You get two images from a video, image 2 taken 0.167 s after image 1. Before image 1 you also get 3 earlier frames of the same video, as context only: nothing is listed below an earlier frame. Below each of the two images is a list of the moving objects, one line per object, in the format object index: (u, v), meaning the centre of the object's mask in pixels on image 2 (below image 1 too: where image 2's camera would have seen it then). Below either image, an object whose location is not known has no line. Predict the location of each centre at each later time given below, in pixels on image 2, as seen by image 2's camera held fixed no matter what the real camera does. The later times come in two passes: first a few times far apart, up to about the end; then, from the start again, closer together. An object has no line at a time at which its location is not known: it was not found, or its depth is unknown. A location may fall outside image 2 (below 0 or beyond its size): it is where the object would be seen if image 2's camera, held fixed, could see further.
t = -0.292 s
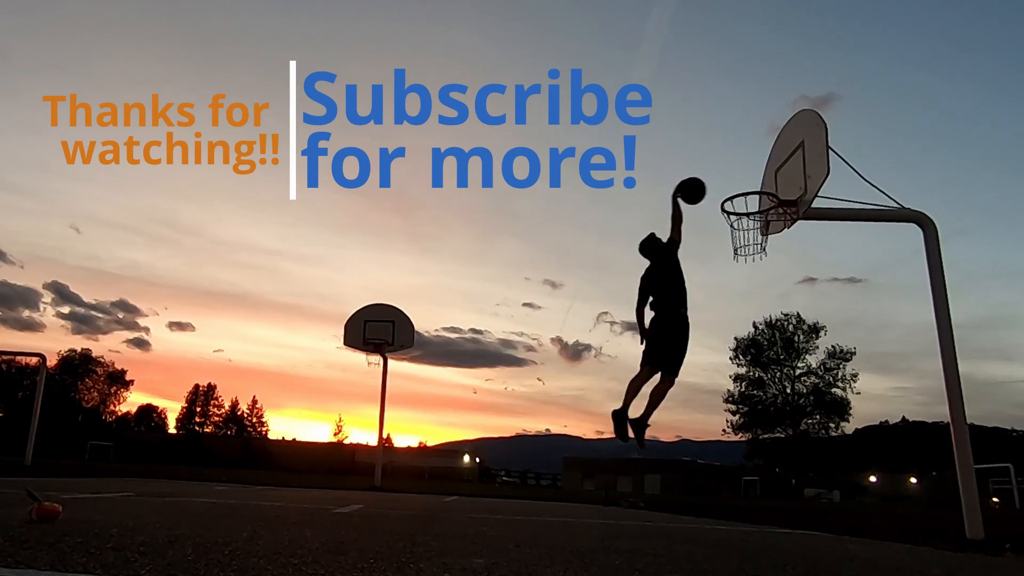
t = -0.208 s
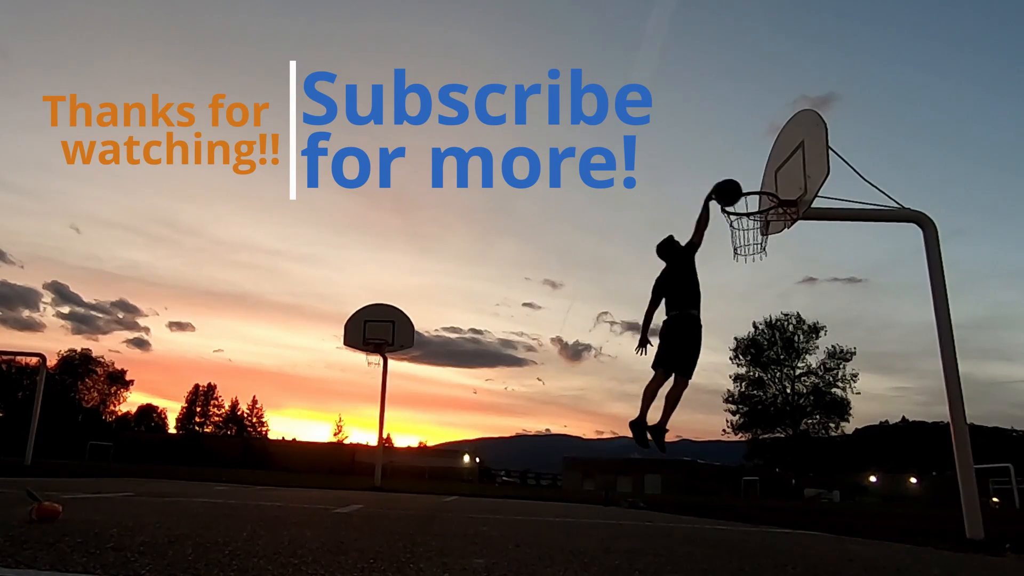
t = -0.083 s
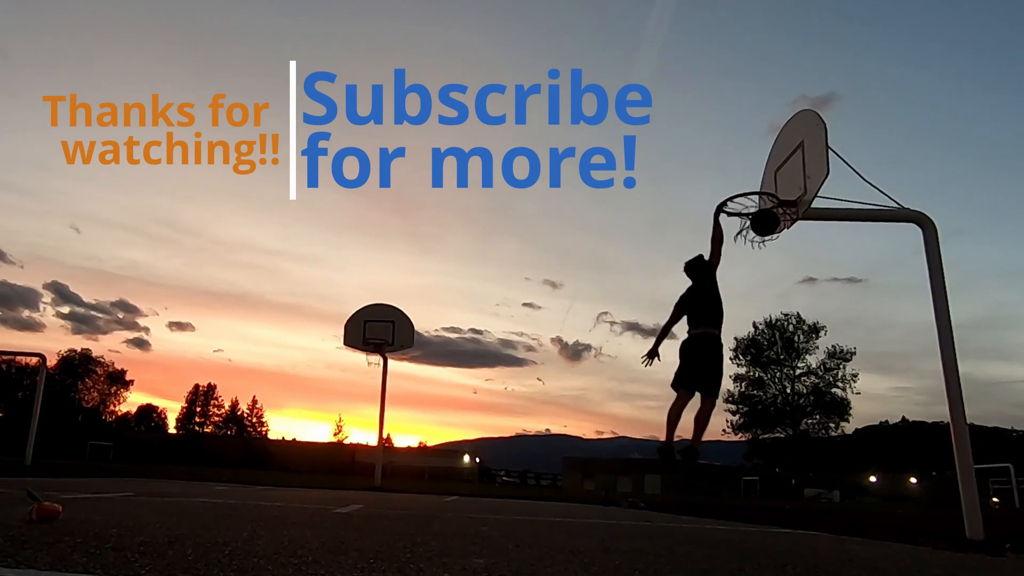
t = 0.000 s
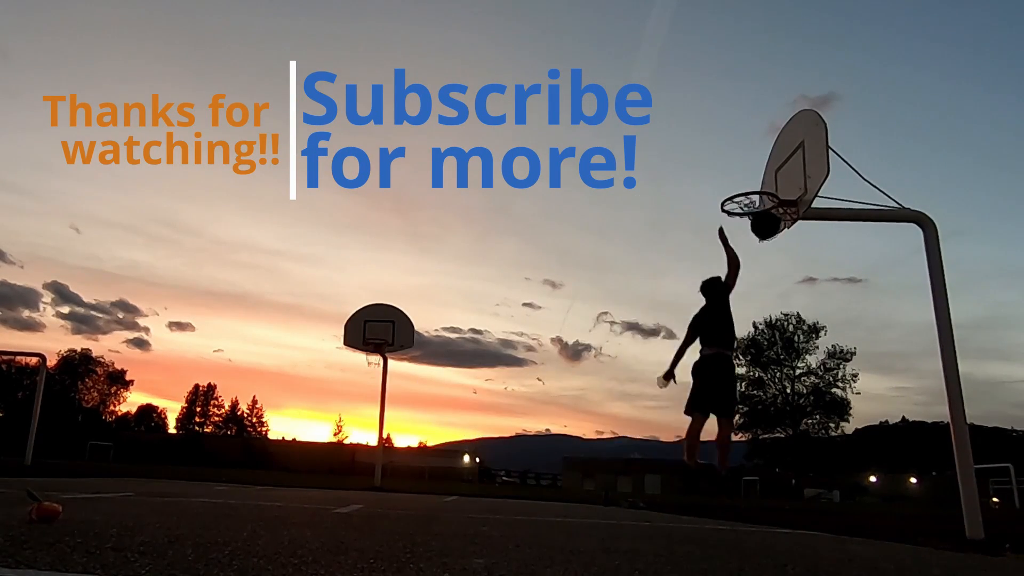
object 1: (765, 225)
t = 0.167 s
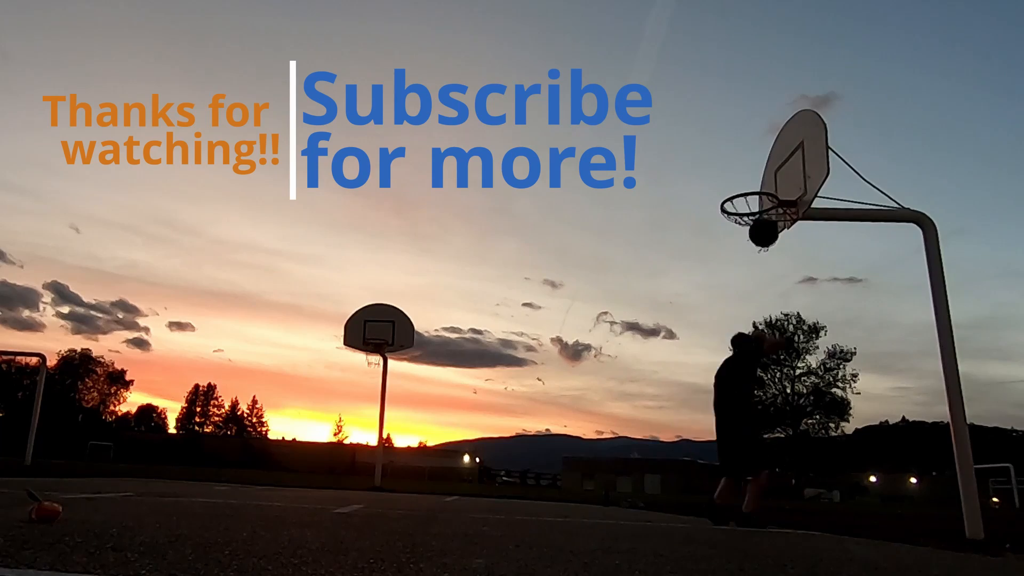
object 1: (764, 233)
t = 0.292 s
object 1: (756, 245)
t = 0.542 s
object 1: (735, 293)
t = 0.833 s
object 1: (713, 436)
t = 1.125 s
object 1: (683, 401)
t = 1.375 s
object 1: (657, 335)
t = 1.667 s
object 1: (628, 346)
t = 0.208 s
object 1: (762, 236)
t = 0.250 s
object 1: (760, 240)
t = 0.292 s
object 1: (756, 245)
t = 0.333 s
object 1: (752, 248)
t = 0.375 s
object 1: (748, 254)
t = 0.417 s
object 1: (746, 260)
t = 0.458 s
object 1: (742, 270)
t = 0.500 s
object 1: (739, 278)
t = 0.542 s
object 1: (735, 293)
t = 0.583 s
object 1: (733, 305)
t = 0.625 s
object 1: (729, 324)
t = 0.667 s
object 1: (726, 339)
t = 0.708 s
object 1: (722, 365)
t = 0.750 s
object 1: (719, 383)
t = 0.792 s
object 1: (715, 413)
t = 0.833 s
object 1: (713, 436)
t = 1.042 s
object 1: (692, 441)
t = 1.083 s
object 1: (688, 424)
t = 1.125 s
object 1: (683, 401)
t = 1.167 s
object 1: (679, 388)
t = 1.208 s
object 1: (674, 371)
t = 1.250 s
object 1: (671, 361)
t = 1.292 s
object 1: (665, 349)
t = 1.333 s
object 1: (662, 342)
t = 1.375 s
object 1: (657, 335)
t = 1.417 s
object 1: (654, 331)
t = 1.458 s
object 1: (649, 329)
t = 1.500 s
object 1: (646, 329)
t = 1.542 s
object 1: (640, 331)
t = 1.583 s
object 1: (637, 333)
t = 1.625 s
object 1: (632, 340)
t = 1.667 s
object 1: (628, 346)
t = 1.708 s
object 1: (623, 358)
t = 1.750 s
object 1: (619, 367)
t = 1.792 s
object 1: (614, 383)
